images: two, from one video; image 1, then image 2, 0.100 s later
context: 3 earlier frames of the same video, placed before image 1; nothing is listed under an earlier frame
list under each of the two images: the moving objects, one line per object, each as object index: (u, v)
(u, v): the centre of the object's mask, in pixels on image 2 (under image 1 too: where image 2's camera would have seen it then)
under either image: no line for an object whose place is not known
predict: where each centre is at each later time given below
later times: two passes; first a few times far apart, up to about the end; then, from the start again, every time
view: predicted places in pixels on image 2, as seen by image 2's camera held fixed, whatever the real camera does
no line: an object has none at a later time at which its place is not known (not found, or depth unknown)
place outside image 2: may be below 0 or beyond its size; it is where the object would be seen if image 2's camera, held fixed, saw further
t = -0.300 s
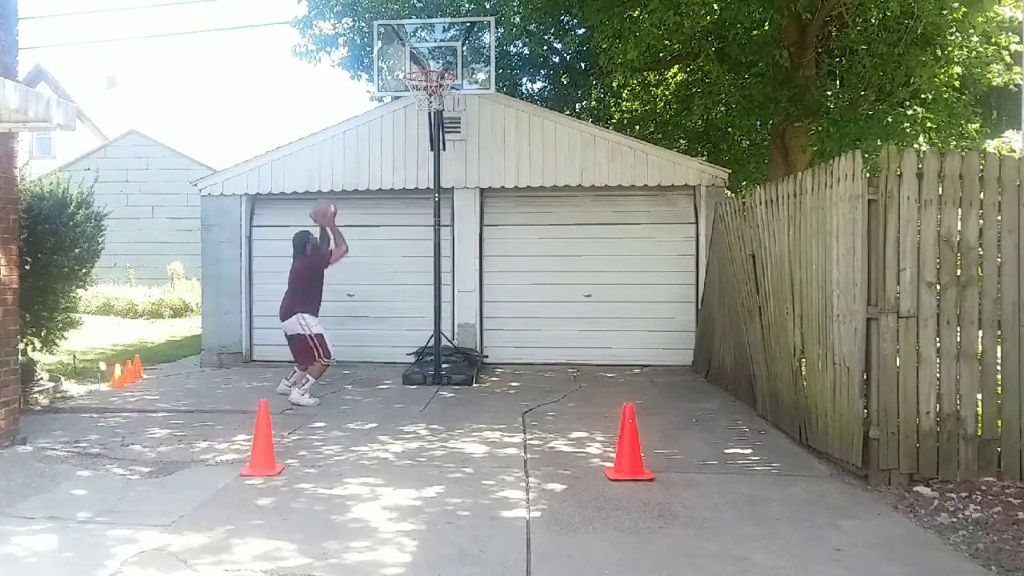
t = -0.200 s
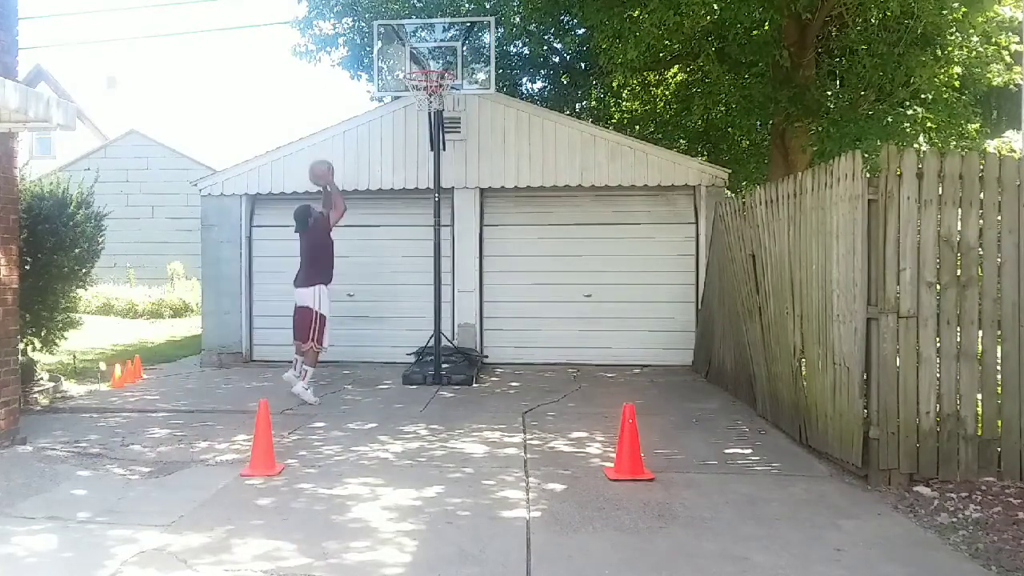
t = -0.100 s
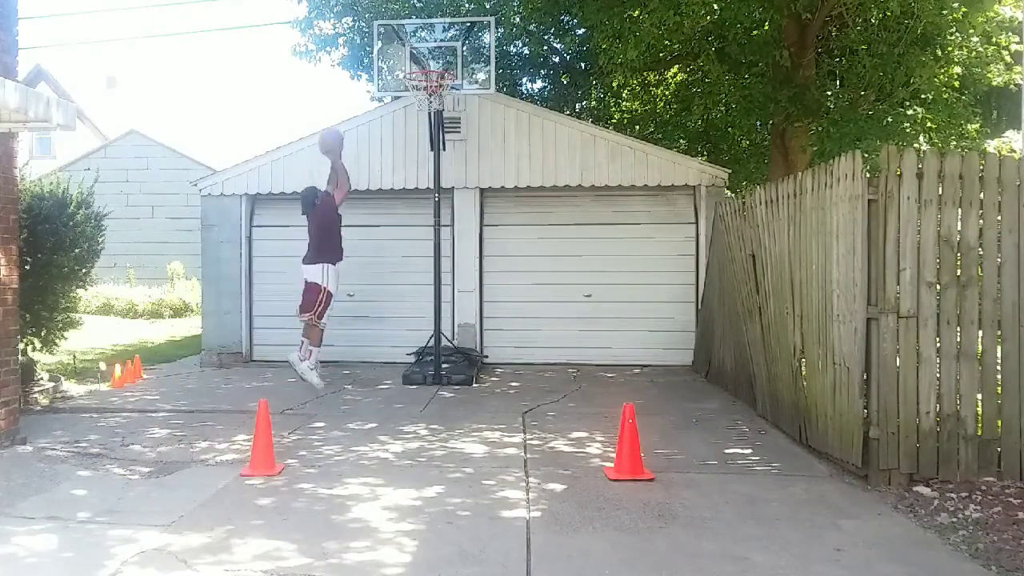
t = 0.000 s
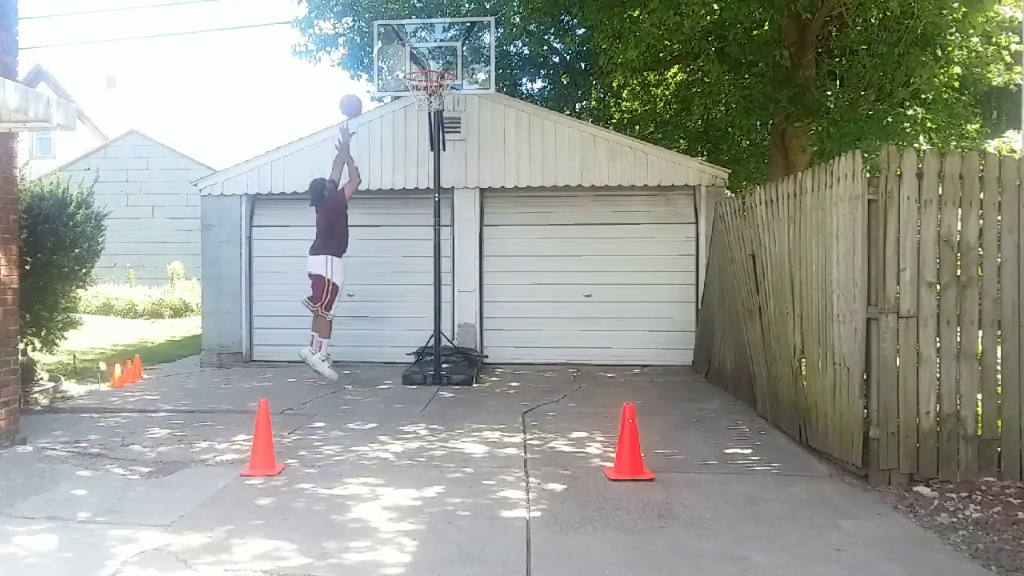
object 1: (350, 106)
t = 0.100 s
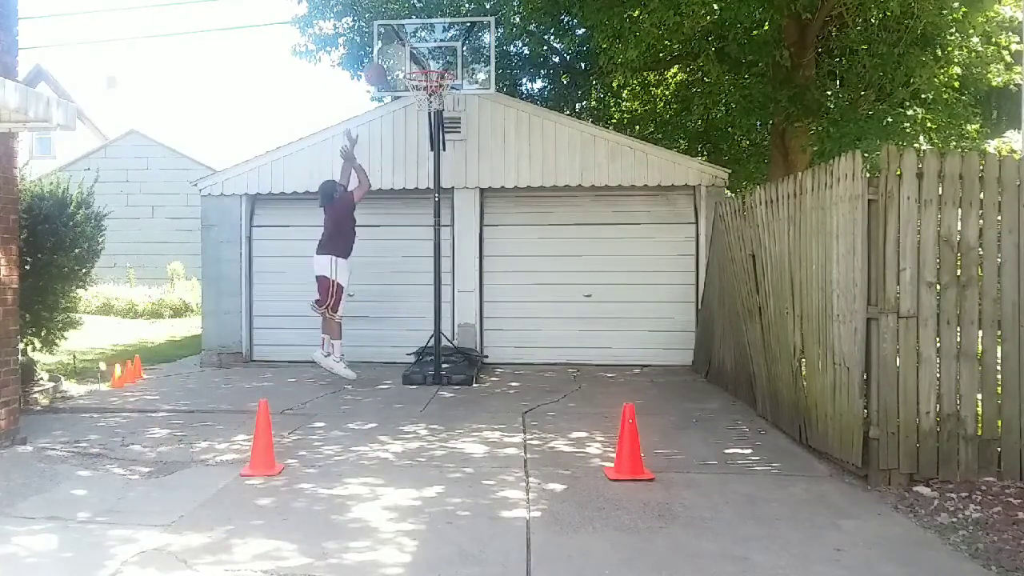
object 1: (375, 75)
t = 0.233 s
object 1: (407, 50)
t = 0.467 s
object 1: (427, 58)
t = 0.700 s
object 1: (426, 116)
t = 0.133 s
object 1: (383, 65)
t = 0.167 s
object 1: (391, 58)
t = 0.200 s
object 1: (397, 54)
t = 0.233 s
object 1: (407, 50)
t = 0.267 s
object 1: (408, 48)
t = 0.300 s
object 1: (411, 47)
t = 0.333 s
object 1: (415, 47)
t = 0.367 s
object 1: (418, 48)
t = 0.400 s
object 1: (422, 52)
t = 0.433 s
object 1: (425, 53)
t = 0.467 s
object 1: (427, 58)
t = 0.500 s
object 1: (431, 62)
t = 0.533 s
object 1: (433, 67)
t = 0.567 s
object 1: (436, 80)
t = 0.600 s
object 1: (434, 84)
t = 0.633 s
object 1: (429, 85)
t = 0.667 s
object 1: (427, 111)
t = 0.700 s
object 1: (426, 116)
